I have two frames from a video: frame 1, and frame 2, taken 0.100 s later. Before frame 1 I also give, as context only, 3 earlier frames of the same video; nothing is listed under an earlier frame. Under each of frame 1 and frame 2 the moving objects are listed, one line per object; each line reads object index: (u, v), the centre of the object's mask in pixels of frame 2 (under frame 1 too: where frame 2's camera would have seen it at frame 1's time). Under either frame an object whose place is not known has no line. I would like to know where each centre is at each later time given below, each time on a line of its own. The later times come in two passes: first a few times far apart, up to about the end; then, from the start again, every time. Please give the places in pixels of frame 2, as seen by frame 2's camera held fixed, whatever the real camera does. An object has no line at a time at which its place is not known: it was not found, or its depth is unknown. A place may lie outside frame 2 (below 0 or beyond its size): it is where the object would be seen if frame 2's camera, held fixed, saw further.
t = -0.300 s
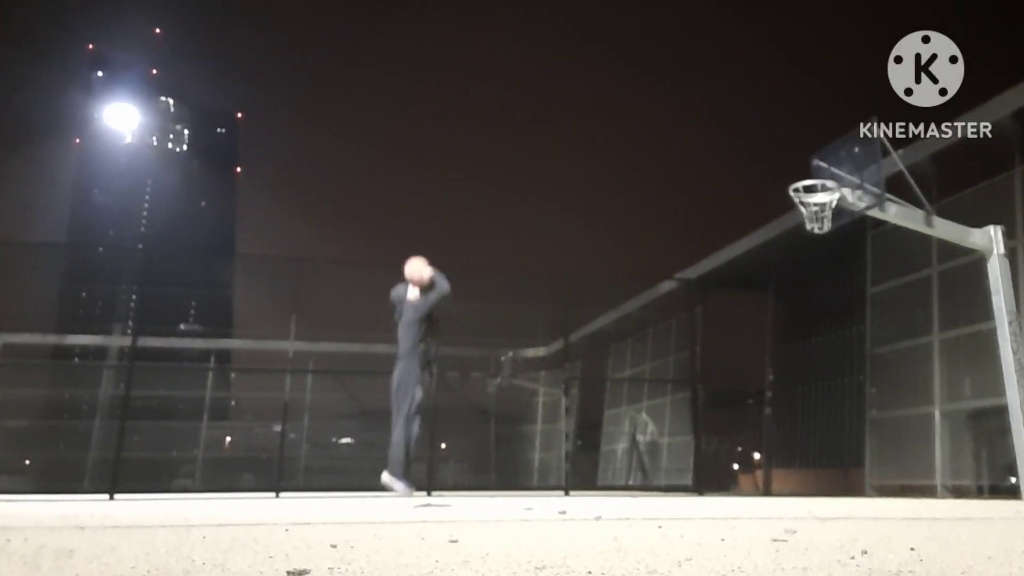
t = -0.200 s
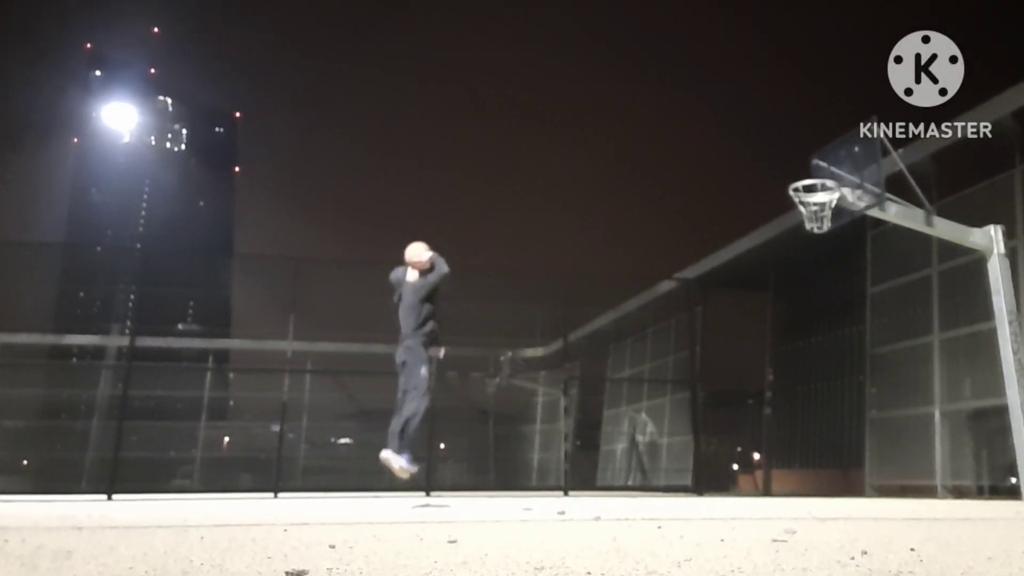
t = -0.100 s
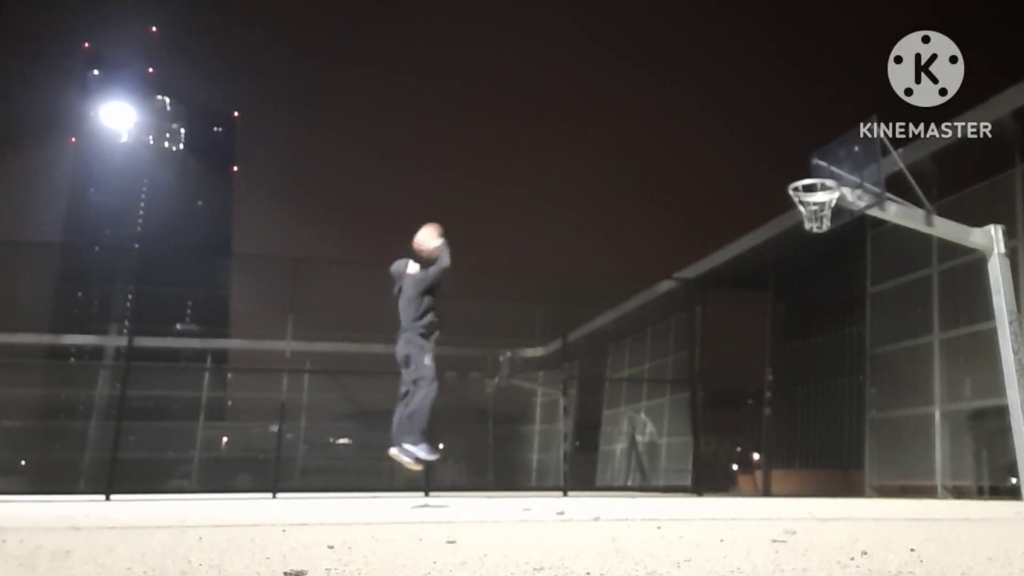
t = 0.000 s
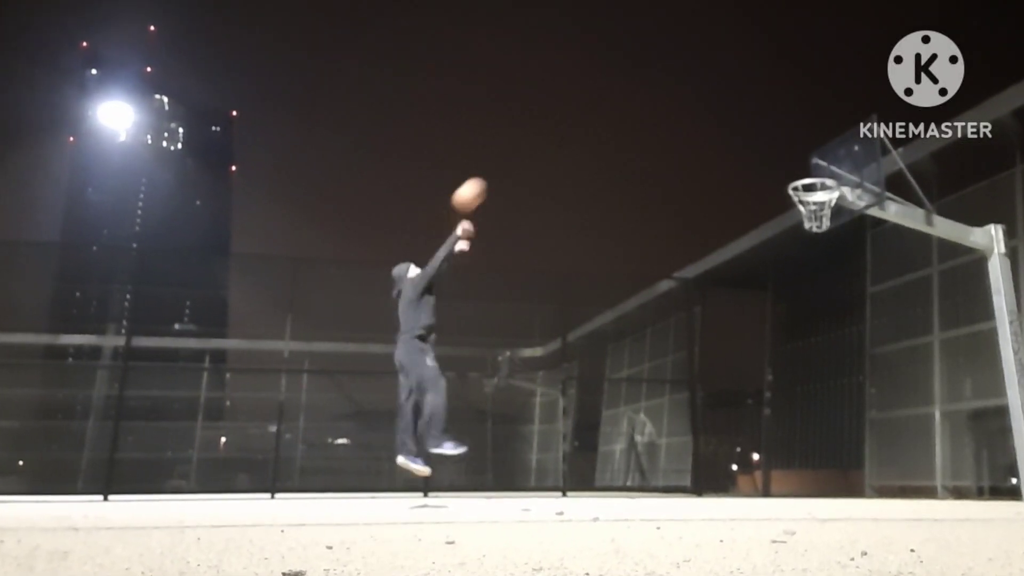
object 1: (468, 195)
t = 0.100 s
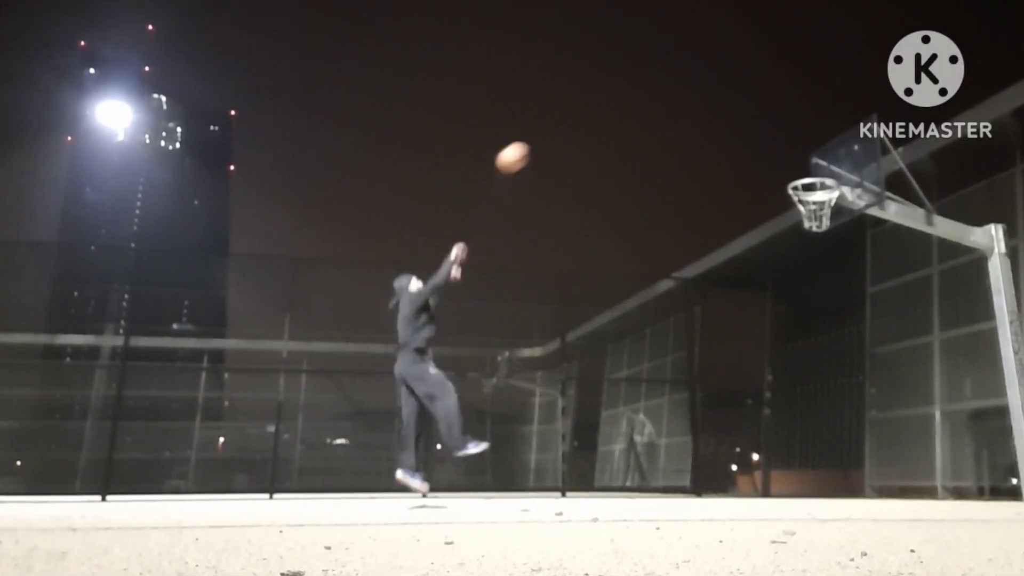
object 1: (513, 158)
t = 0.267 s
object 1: (584, 118)
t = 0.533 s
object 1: (694, 108)
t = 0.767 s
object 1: (791, 151)
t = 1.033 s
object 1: (787, 157)
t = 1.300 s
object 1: (735, 144)
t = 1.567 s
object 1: (685, 196)
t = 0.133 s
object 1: (527, 148)
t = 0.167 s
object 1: (542, 139)
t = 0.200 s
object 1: (556, 131)
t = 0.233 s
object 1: (570, 124)
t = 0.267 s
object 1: (584, 118)
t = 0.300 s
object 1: (598, 113)
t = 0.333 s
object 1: (612, 110)
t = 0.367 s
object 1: (626, 107)
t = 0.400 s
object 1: (639, 105)
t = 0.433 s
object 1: (653, 104)
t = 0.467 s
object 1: (667, 104)
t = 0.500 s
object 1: (680, 106)
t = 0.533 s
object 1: (694, 108)
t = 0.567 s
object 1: (708, 111)
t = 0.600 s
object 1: (722, 115)
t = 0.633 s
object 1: (735, 120)
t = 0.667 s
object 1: (749, 126)
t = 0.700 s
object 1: (764, 133)
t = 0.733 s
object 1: (778, 141)
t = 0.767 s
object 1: (791, 151)
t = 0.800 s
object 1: (803, 161)
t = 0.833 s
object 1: (817, 168)
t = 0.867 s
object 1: (821, 178)
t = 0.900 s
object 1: (816, 182)
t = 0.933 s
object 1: (808, 176)
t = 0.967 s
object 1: (800, 167)
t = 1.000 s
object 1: (794, 162)
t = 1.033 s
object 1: (787, 157)
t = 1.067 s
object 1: (782, 151)
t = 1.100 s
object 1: (776, 146)
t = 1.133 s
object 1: (769, 143)
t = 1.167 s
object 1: (762, 142)
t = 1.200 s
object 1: (755, 141)
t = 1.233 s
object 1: (748, 141)
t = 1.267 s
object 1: (742, 142)
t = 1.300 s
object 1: (735, 144)
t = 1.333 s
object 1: (729, 147)
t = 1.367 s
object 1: (723, 151)
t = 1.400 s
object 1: (716, 156)
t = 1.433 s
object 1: (710, 162)
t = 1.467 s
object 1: (703, 169)
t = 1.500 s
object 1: (697, 177)
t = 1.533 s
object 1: (691, 186)
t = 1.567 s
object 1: (685, 196)
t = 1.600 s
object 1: (678, 208)
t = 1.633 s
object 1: (672, 220)
